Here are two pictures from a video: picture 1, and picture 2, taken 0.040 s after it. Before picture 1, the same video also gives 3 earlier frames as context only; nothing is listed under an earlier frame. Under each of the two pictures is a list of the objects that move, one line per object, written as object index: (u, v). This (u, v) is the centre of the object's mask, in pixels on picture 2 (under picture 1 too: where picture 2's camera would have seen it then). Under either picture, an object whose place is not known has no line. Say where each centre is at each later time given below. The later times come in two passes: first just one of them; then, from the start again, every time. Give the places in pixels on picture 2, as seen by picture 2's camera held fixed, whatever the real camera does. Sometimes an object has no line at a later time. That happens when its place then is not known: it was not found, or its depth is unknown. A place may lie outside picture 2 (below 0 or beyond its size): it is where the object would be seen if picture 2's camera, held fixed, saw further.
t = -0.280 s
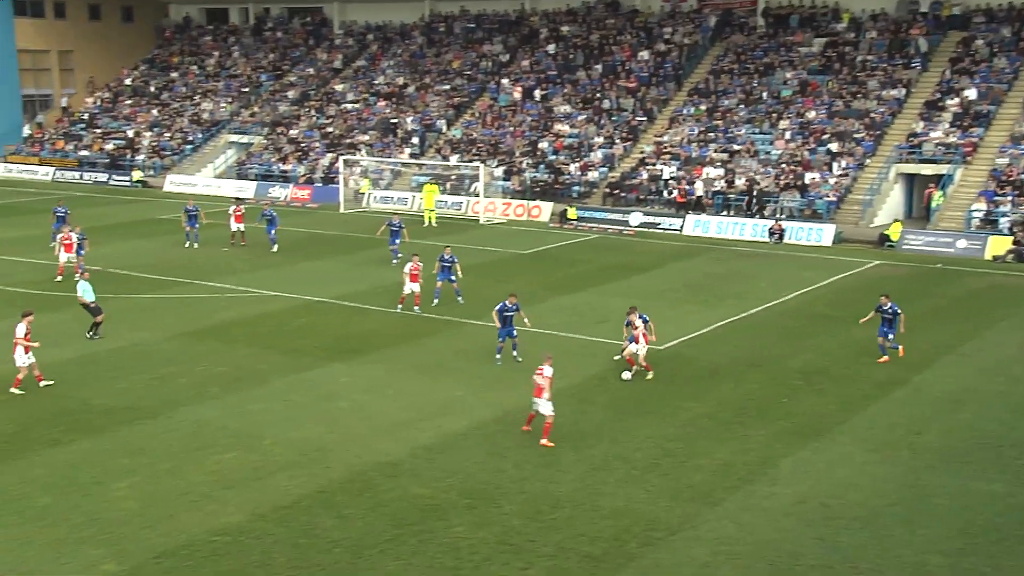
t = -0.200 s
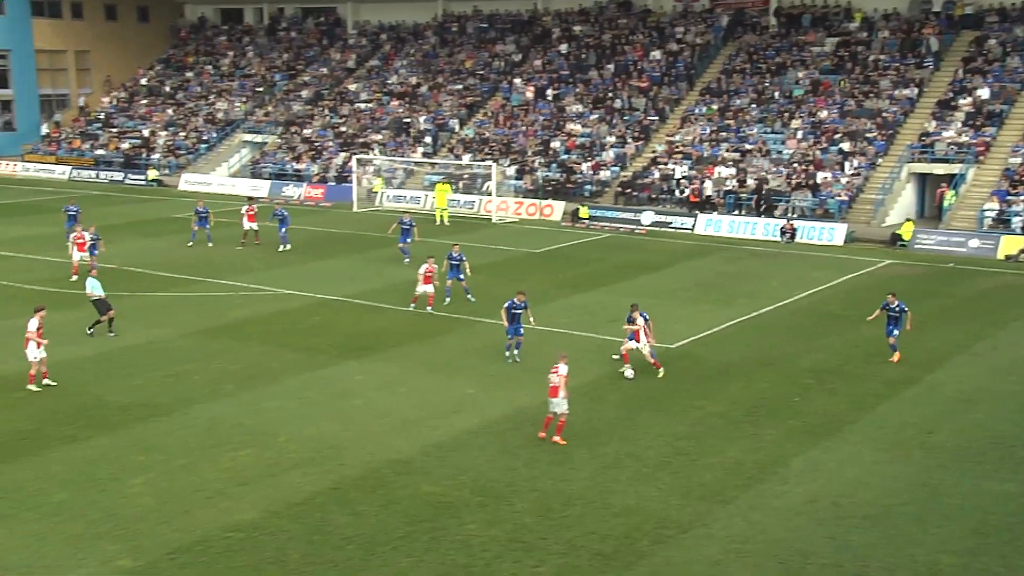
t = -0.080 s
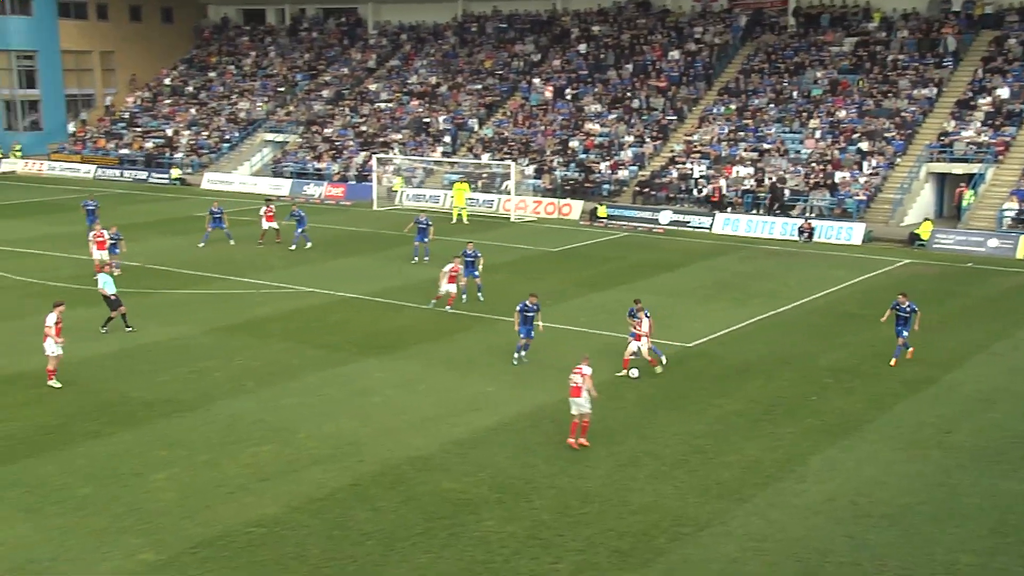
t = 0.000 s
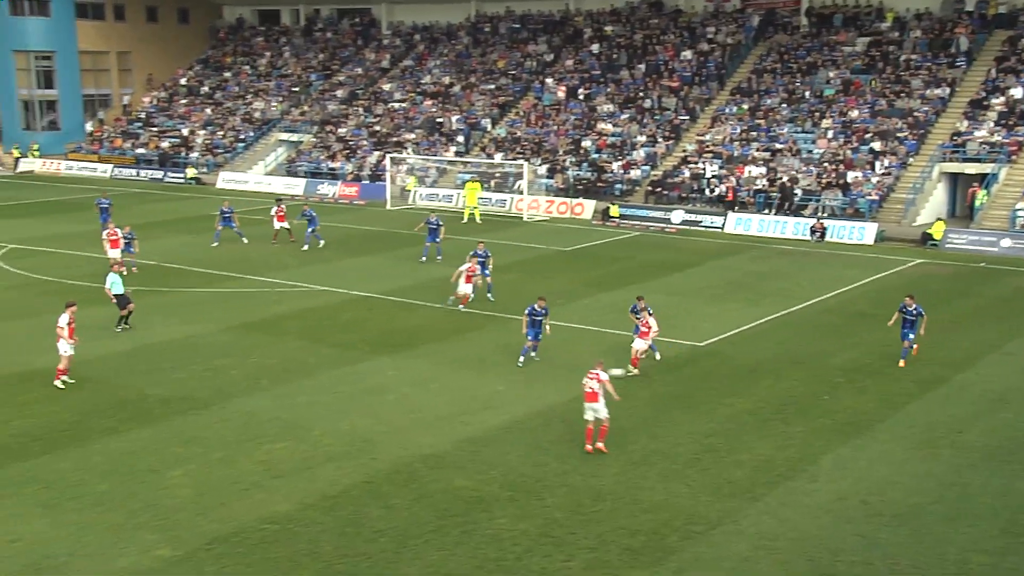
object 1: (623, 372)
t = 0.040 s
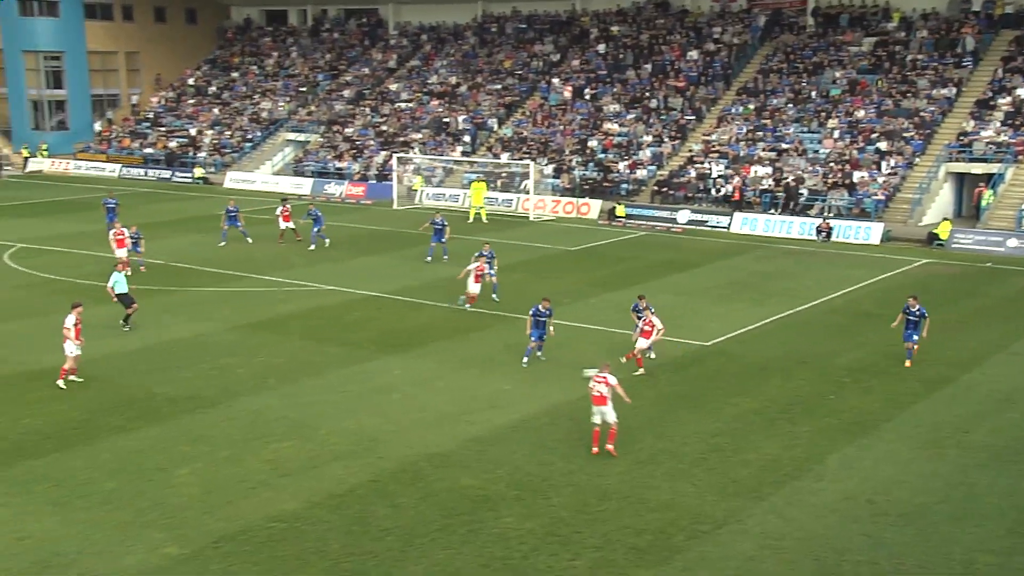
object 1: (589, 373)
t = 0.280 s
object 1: (412, 380)
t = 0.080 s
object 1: (560, 375)
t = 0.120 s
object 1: (530, 377)
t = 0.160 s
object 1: (500, 377)
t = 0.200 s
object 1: (470, 377)
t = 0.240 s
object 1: (441, 378)
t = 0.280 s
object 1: (412, 380)
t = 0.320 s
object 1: (383, 381)
